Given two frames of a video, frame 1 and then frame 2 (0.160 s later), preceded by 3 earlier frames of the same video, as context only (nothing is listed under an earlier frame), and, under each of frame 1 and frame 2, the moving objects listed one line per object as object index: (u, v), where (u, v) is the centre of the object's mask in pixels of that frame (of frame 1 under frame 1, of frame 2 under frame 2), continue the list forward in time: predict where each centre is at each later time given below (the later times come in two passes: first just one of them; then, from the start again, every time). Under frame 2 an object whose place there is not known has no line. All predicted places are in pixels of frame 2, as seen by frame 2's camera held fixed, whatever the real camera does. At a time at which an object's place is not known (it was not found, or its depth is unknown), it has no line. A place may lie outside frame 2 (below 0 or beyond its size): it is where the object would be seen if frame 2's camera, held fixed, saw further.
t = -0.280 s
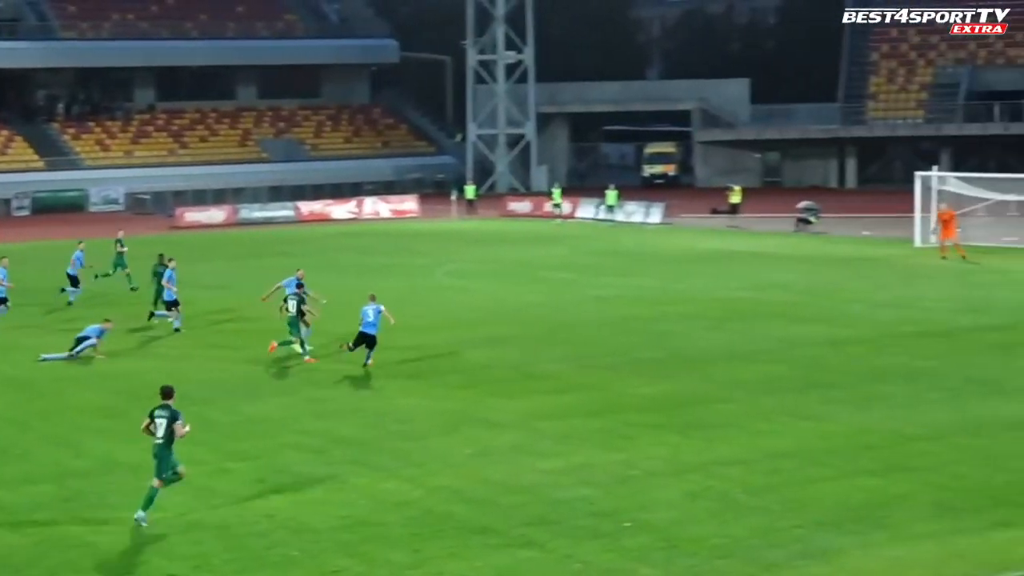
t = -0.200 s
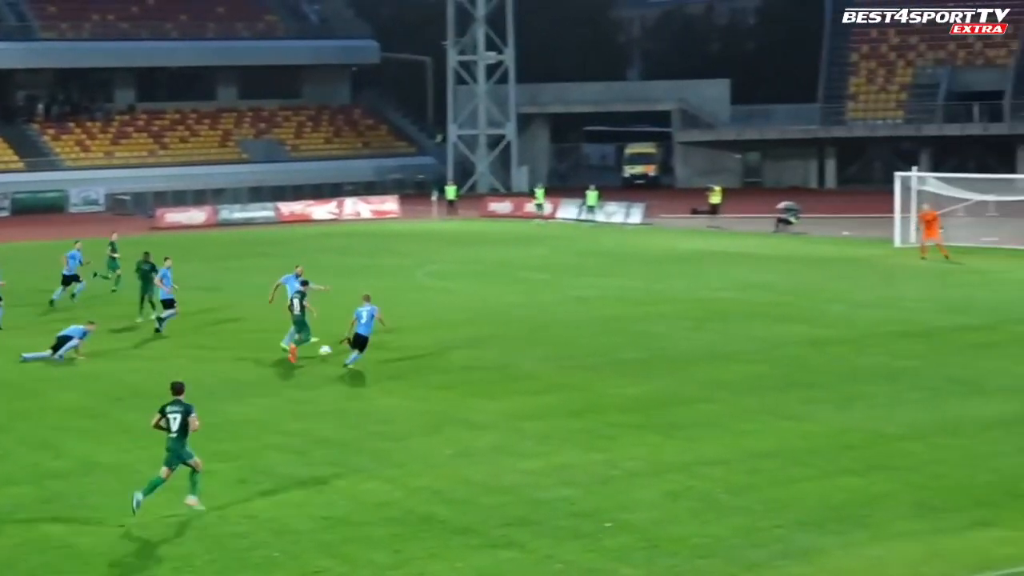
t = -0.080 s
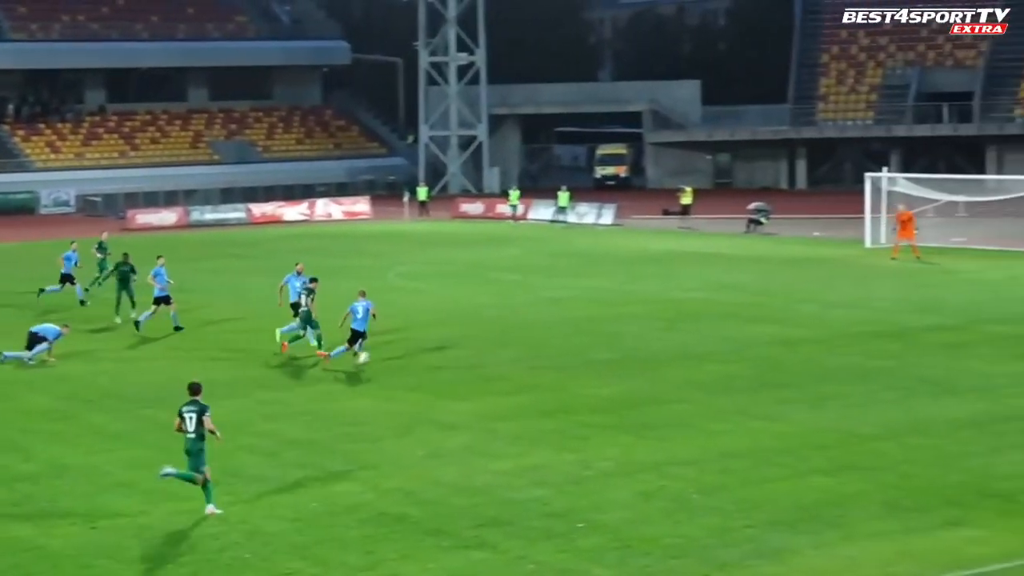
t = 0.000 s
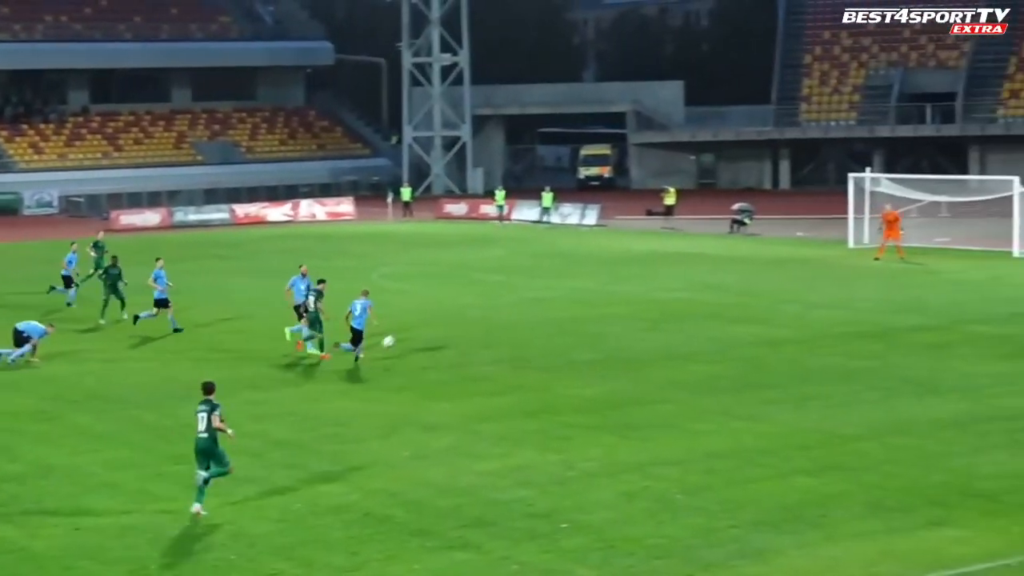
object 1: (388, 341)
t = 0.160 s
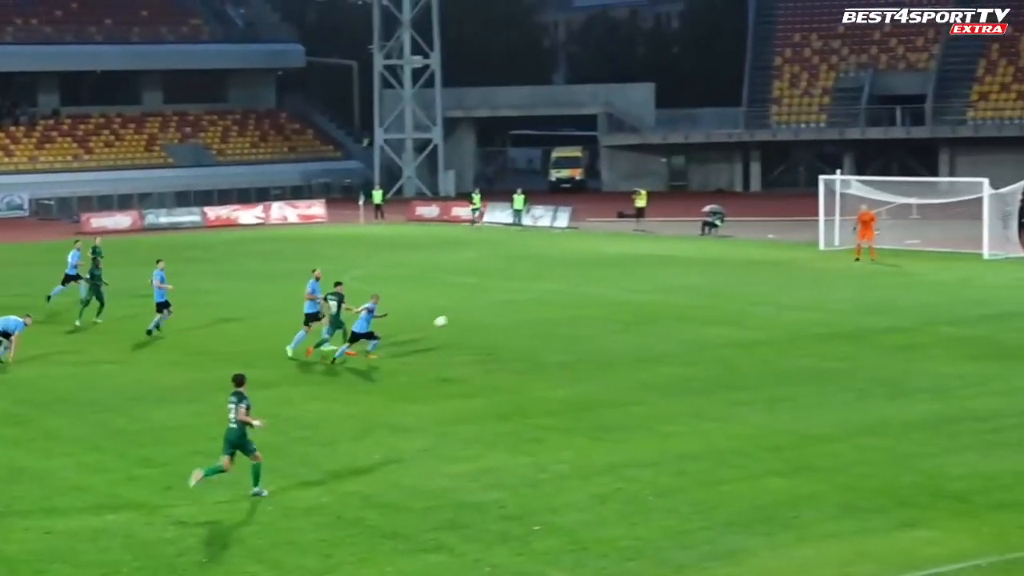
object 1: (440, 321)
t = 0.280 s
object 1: (497, 314)
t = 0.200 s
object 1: (460, 318)
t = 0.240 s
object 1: (479, 316)
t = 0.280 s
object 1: (497, 314)
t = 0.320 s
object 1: (516, 313)
